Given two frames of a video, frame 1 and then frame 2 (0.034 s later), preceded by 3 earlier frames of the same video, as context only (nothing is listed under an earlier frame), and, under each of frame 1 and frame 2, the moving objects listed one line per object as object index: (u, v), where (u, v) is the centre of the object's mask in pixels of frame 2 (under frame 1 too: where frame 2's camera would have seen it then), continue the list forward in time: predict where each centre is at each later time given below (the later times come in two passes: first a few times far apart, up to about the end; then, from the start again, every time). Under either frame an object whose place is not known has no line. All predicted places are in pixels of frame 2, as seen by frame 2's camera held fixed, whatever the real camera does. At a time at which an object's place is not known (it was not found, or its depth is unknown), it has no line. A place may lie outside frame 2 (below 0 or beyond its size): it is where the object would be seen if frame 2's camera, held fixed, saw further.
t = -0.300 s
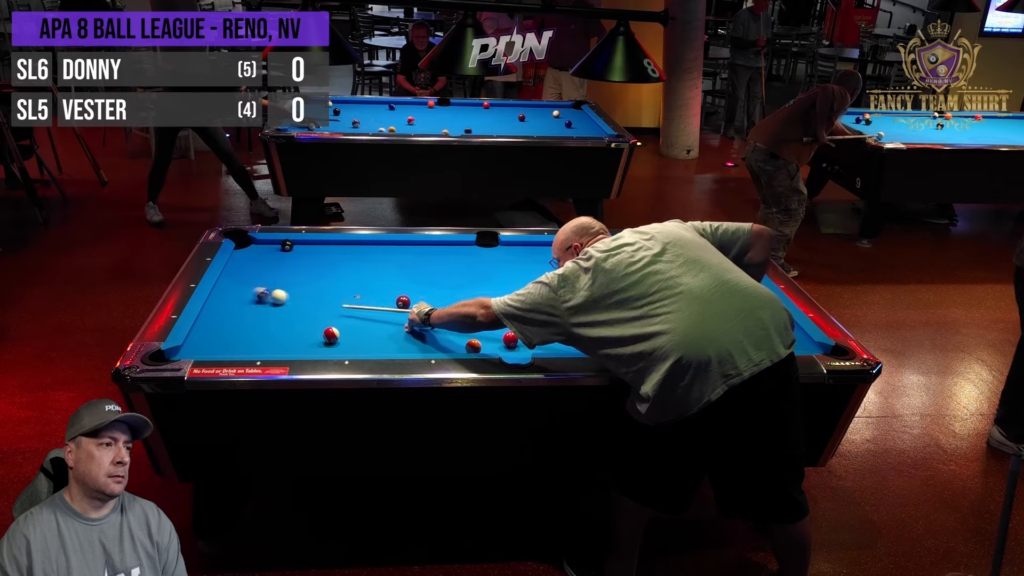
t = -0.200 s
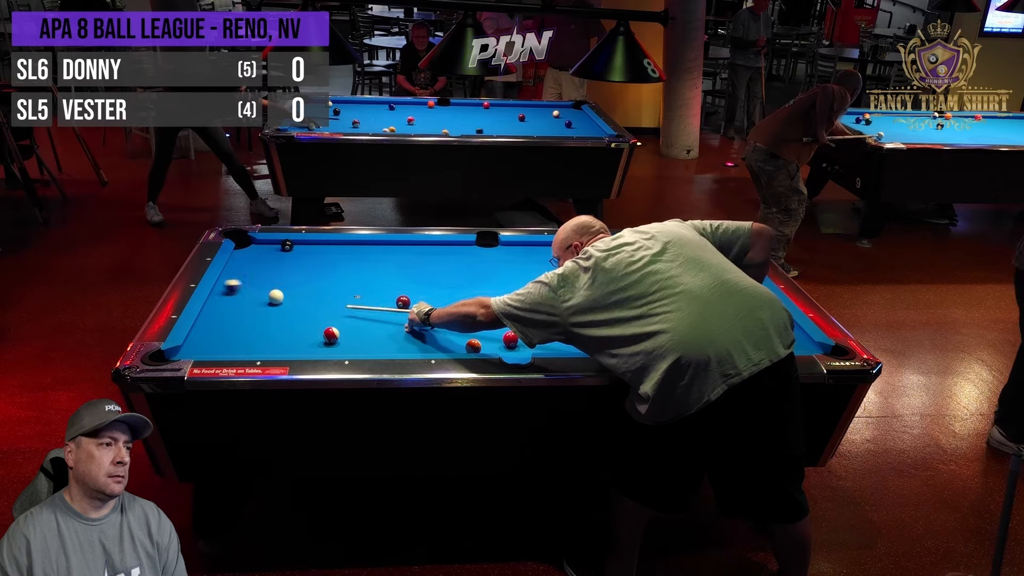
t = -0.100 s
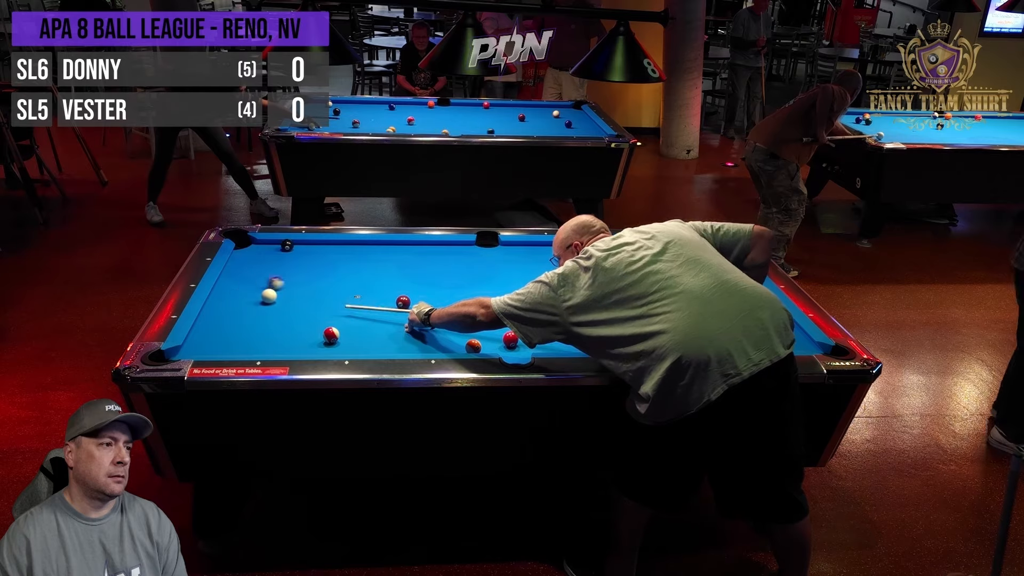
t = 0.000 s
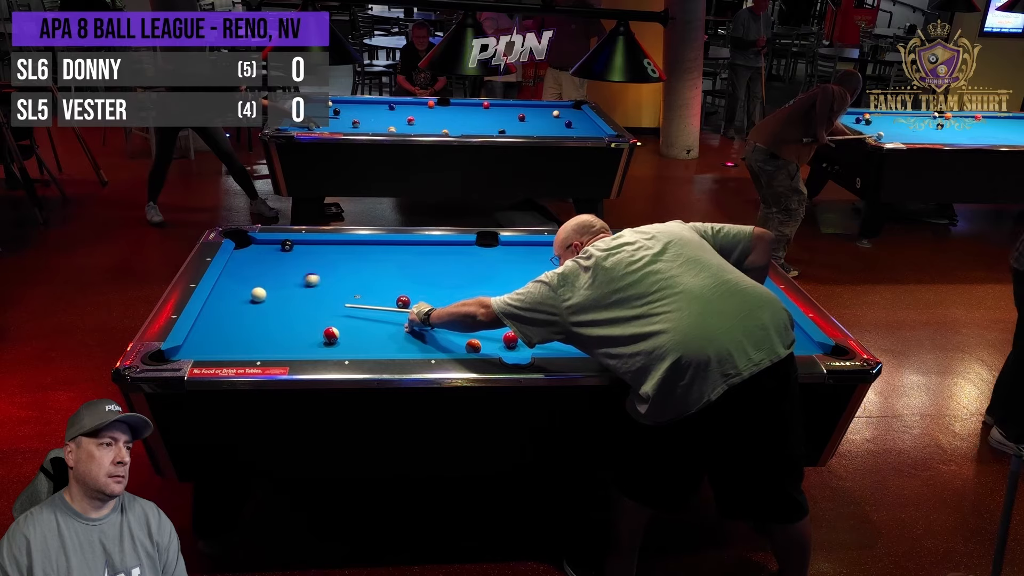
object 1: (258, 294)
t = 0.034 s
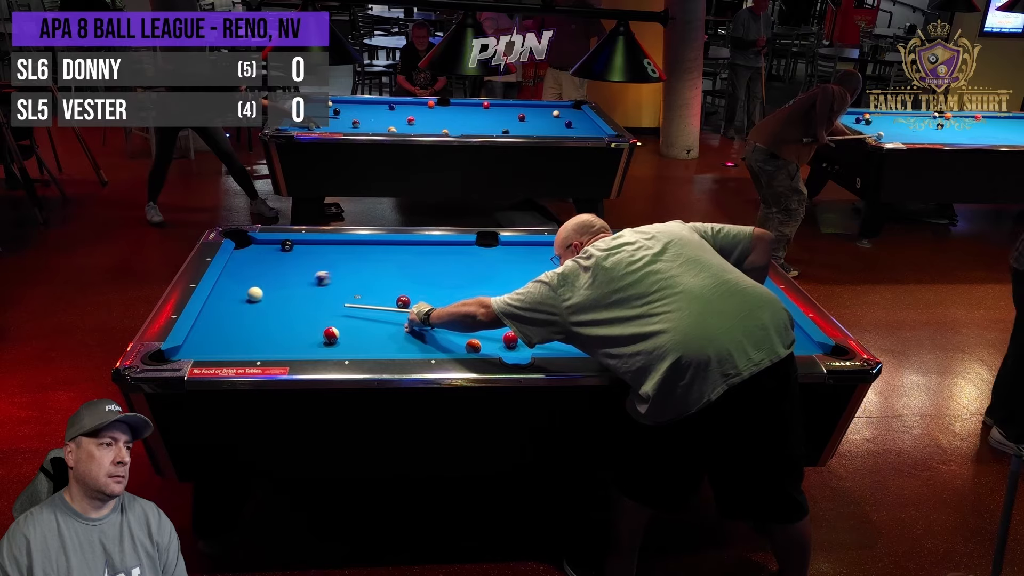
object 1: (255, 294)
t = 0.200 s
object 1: (238, 292)
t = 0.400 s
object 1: (220, 289)
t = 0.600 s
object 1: (230, 290)
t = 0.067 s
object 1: (251, 294)
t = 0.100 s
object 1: (248, 293)
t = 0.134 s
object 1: (244, 293)
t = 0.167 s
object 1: (241, 292)
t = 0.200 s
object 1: (238, 292)
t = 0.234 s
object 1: (234, 291)
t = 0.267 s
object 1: (231, 291)
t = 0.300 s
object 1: (228, 290)
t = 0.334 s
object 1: (224, 290)
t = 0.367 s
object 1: (221, 290)
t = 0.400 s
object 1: (220, 289)
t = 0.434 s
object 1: (222, 289)
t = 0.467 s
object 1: (224, 289)
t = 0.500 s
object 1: (225, 289)
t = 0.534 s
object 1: (227, 289)
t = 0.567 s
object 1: (229, 289)
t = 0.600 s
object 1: (230, 290)
